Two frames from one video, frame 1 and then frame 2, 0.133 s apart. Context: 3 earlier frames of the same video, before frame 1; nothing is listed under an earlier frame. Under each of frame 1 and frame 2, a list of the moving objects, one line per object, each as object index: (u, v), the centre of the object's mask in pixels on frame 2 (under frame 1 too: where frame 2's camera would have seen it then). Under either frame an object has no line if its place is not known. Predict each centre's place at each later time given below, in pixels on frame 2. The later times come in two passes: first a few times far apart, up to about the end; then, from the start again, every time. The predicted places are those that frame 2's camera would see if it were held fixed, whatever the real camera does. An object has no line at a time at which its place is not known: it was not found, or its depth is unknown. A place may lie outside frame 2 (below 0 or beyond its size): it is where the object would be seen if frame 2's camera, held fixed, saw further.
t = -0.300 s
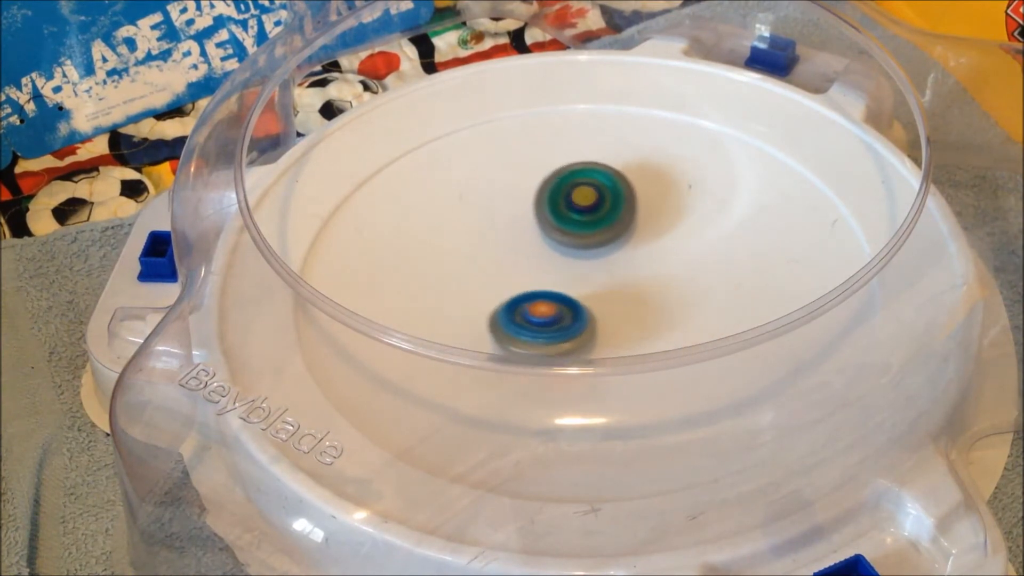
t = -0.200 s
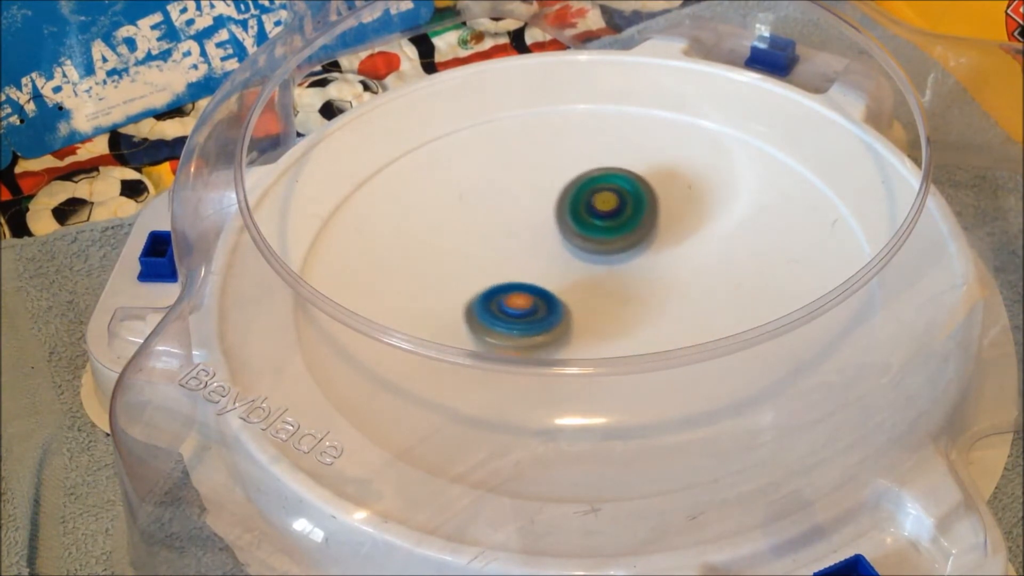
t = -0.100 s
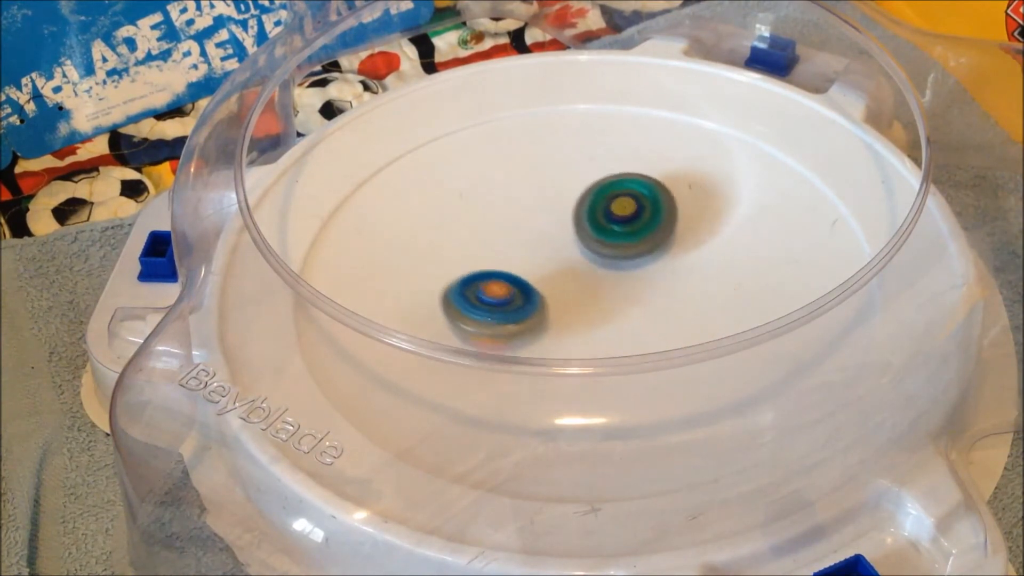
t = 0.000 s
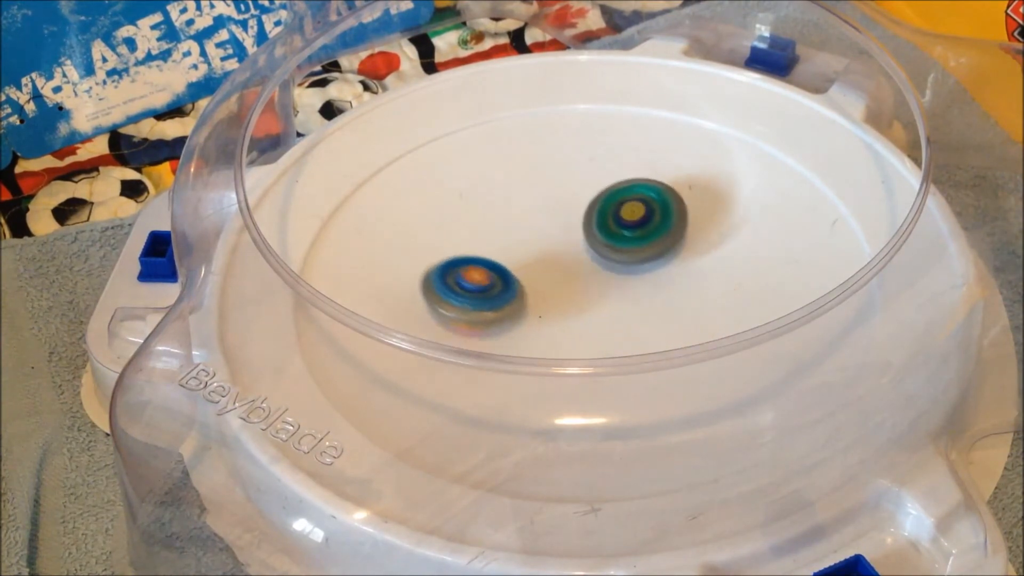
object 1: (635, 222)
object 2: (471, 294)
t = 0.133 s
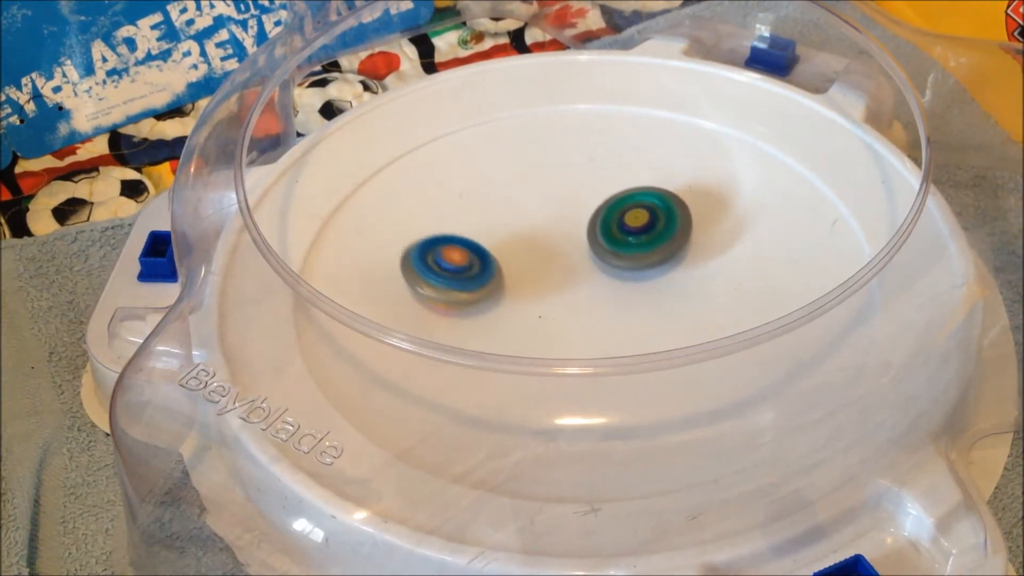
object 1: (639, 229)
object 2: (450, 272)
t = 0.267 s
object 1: (637, 239)
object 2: (440, 250)
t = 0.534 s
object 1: (613, 270)
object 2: (443, 214)
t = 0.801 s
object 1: (565, 302)
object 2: (481, 196)
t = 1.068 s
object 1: (519, 313)
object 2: (551, 197)
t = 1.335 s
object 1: (491, 304)
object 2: (623, 210)
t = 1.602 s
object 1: (478, 277)
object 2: (662, 224)
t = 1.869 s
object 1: (482, 235)
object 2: (649, 252)
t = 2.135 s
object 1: (498, 205)
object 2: (589, 291)
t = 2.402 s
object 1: (525, 196)
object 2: (518, 310)
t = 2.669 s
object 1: (564, 203)
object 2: (466, 310)
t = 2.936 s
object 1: (604, 224)
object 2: (452, 289)
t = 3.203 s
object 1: (624, 249)
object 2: (476, 244)
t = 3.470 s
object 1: (617, 274)
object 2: (511, 201)
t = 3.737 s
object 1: (586, 294)
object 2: (551, 180)
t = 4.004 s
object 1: (540, 299)
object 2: (588, 192)
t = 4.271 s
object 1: (499, 287)
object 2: (623, 231)
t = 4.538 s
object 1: (476, 264)
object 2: (629, 269)
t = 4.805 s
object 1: (478, 234)
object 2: (601, 302)
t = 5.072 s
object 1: (495, 218)
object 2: (549, 315)
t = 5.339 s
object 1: (535, 213)
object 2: (495, 299)
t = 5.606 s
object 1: (585, 221)
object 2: (464, 264)
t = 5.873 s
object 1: (614, 231)
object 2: (463, 224)
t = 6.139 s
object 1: (617, 249)
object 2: (489, 203)
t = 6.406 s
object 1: (595, 274)
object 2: (543, 203)
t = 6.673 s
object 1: (552, 293)
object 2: (606, 219)
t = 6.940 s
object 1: (512, 293)
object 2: (640, 241)
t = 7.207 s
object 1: (489, 278)
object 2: (628, 265)
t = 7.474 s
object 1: (484, 252)
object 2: (576, 294)
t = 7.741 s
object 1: (491, 217)
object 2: (524, 304)
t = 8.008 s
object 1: (515, 206)
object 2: (488, 291)
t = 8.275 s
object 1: (554, 209)
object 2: (477, 260)
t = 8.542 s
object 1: (627, 213)
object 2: (470, 233)
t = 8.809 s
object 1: (653, 225)
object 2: (498, 223)
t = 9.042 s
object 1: (645, 245)
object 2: (547, 222)
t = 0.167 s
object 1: (640, 231)
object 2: (446, 268)
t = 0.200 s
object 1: (639, 233)
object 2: (444, 262)
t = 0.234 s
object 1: (639, 236)
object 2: (442, 255)
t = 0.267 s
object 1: (637, 239)
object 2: (440, 250)
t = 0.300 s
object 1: (636, 242)
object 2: (439, 245)
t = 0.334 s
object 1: (634, 245)
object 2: (438, 239)
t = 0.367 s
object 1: (632, 249)
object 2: (438, 235)
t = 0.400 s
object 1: (629, 253)
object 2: (438, 230)
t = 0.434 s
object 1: (625, 257)
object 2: (438, 226)
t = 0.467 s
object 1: (622, 261)
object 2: (439, 221)
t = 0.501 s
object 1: (617, 265)
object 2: (441, 217)
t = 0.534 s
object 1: (613, 270)
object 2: (443, 214)
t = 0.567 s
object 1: (607, 275)
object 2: (446, 210)
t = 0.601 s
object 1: (602, 279)
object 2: (449, 207)
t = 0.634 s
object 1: (596, 283)
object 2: (452, 205)
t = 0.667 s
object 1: (590, 287)
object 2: (457, 202)
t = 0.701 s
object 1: (584, 291)
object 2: (461, 200)
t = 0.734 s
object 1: (578, 295)
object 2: (467, 199)
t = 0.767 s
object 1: (572, 298)
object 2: (474, 197)
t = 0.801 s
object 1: (565, 302)
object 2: (481, 196)
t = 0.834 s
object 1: (559, 304)
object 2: (488, 195)
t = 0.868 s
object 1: (552, 307)
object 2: (496, 195)
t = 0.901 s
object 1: (546, 309)
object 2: (505, 195)
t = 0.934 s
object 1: (541, 310)
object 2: (513, 195)
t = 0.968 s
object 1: (535, 311)
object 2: (522, 195)
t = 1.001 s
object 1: (529, 312)
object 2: (532, 196)
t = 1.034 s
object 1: (524, 313)
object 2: (541, 196)
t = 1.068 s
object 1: (519, 313)
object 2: (551, 197)
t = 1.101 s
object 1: (514, 313)
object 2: (560, 198)
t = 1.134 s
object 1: (509, 313)
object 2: (570, 199)
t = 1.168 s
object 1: (505, 311)
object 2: (579, 201)
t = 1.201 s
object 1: (502, 311)
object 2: (588, 203)
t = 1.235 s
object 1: (499, 309)
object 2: (597, 204)
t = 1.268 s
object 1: (496, 308)
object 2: (606, 206)
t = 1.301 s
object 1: (493, 306)
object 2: (615, 208)
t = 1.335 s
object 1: (491, 304)
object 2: (623, 210)
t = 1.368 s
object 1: (488, 302)
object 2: (631, 211)
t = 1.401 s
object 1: (486, 299)
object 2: (637, 213)
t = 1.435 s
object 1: (484, 297)
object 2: (644, 214)
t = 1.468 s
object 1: (482, 293)
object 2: (649, 216)
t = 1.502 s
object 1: (481, 290)
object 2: (654, 218)
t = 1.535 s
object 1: (480, 286)
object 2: (658, 220)
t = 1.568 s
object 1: (478, 282)
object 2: (660, 222)
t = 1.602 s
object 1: (478, 277)
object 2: (662, 224)
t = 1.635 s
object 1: (478, 273)
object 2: (663, 226)
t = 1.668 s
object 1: (478, 268)
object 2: (664, 229)
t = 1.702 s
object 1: (477, 263)
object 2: (663, 232)
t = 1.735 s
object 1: (478, 258)
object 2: (662, 235)
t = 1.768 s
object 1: (478, 252)
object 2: (660, 239)
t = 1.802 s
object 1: (479, 247)
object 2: (657, 243)
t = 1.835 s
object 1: (481, 241)
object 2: (654, 247)
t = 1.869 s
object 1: (482, 235)
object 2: (649, 252)
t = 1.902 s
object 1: (483, 230)
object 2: (643, 257)
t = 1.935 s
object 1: (484, 225)
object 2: (637, 262)
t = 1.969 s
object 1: (486, 221)
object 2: (630, 267)
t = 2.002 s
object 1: (488, 217)
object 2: (623, 272)
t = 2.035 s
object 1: (490, 214)
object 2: (615, 276)
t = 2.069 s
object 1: (492, 210)
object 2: (606, 281)
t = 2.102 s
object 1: (495, 207)
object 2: (597, 286)
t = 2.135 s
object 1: (498, 205)
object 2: (589, 291)
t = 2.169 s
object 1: (501, 203)
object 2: (579, 293)
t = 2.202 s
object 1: (504, 201)
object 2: (570, 296)
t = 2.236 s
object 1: (507, 199)
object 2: (562, 300)
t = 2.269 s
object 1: (510, 198)
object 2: (552, 303)
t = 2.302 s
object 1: (513, 197)
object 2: (544, 306)
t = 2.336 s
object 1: (517, 197)
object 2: (535, 308)
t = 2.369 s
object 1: (520, 196)
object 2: (527, 309)
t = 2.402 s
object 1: (525, 196)
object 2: (518, 310)
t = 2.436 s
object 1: (529, 197)
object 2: (510, 311)
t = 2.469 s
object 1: (533, 197)
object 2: (502, 312)
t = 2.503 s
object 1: (538, 197)
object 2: (494, 313)
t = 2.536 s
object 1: (543, 198)
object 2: (488, 314)
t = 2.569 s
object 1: (548, 199)
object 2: (481, 314)
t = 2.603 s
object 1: (553, 200)
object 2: (475, 313)
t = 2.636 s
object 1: (558, 202)
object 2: (470, 312)
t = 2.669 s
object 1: (564, 203)
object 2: (466, 310)
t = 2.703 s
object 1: (569, 205)
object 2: (462, 310)
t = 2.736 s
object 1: (575, 208)
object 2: (459, 308)
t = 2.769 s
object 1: (580, 210)
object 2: (456, 306)
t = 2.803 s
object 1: (585, 212)
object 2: (454, 304)
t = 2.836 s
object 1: (590, 215)
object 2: (453, 302)
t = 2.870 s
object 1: (595, 218)
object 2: (452, 299)
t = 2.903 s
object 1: (600, 221)
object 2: (452, 293)
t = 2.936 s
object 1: (604, 224)
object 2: (452, 289)
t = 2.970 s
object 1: (607, 227)
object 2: (453, 285)
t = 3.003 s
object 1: (611, 230)
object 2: (455, 280)
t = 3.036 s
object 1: (614, 233)
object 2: (457, 275)
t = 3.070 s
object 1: (617, 236)
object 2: (460, 269)
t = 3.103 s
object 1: (619, 239)
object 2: (464, 264)
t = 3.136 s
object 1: (621, 243)
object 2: (467, 257)
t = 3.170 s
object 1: (623, 246)
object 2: (471, 251)
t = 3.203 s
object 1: (624, 249)
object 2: (476, 244)
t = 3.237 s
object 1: (624, 253)
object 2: (480, 238)
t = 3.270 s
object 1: (625, 256)
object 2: (484, 231)
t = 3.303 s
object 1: (624, 259)
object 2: (488, 225)
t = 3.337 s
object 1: (624, 262)
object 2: (492, 220)
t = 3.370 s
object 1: (623, 265)
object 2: (497, 214)
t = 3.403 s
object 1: (622, 268)
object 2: (501, 209)
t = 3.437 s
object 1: (620, 271)
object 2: (506, 205)
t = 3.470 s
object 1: (617, 274)
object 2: (511, 201)
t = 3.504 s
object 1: (615, 277)
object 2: (516, 197)
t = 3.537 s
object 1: (612, 279)
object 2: (522, 193)
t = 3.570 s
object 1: (608, 282)
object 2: (527, 191)
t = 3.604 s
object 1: (604, 285)
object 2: (532, 188)
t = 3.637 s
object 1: (600, 287)
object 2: (537, 185)
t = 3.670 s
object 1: (596, 290)
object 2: (542, 183)
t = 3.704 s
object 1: (591, 292)
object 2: (547, 181)
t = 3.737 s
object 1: (586, 294)
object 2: (551, 180)
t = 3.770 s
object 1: (581, 295)
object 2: (556, 179)
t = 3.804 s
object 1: (575, 297)
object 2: (560, 179)
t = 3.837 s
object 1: (570, 298)
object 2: (565, 180)
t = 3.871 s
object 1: (564, 299)
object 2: (569, 181)
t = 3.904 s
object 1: (558, 299)
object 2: (574, 183)
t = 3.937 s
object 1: (552, 299)
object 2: (578, 185)
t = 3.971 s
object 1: (546, 300)
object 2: (583, 188)
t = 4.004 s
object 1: (540, 299)
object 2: (588, 192)
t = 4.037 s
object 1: (534, 298)
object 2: (592, 196)
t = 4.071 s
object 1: (529, 298)
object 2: (597, 201)
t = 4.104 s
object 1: (523, 297)
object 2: (602, 206)
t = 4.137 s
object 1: (518, 295)
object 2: (607, 209)
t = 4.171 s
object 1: (512, 294)
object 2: (612, 217)
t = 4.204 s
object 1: (508, 291)
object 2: (616, 221)
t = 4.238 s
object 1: (503, 290)
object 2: (620, 226)
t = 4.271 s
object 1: (499, 287)
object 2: (623, 231)
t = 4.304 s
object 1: (494, 285)
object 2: (625, 236)
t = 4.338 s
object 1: (490, 282)
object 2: (627, 240)
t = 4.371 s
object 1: (487, 280)
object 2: (629, 245)
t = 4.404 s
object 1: (484, 276)
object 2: (630, 250)
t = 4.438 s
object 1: (482, 273)
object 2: (630, 254)
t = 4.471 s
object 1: (480, 270)
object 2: (630, 259)
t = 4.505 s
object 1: (478, 267)
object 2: (630, 264)
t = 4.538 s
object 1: (476, 264)
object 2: (629, 269)
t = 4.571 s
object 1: (475, 261)
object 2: (627, 274)
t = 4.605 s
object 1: (475, 257)
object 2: (625, 278)
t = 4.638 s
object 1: (474, 254)
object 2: (622, 283)
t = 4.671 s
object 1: (474, 249)
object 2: (619, 287)
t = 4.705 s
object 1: (475, 245)
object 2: (615, 291)
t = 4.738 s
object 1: (475, 241)
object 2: (610, 295)
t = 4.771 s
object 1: (476, 238)
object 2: (606, 299)
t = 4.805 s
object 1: (478, 234)
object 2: (601, 302)
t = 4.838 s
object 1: (479, 231)
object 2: (595, 305)
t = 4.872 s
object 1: (481, 228)
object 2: (589, 308)
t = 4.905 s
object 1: (483, 226)
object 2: (583, 310)
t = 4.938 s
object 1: (485, 224)
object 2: (576, 311)
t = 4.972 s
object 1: (487, 222)
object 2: (570, 314)
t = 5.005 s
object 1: (489, 221)
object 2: (563, 314)
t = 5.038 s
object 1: (492, 220)
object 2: (556, 314)
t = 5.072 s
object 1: (495, 218)
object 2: (549, 315)
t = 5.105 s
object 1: (499, 217)
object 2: (542, 314)
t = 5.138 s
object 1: (502, 216)
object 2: (535, 313)
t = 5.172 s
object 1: (506, 215)
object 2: (528, 313)
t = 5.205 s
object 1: (511, 215)
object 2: (522, 310)
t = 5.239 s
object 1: (516, 214)
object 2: (515, 307)
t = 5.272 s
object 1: (522, 214)
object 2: (508, 304)
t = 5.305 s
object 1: (528, 213)
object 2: (501, 301)
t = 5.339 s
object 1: (535, 213)
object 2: (495, 299)
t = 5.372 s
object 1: (541, 213)
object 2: (490, 295)
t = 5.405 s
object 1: (548, 214)
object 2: (485, 292)
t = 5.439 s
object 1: (555, 215)
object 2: (480, 288)
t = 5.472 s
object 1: (561, 217)
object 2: (475, 283)
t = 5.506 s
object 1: (567, 217)
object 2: (472, 280)
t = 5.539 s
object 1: (574, 218)
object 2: (468, 276)
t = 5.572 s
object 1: (580, 220)
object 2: (466, 270)
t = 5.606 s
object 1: (585, 221)
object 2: (464, 264)
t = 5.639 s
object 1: (590, 222)
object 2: (462, 259)
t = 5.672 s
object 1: (595, 222)
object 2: (461, 254)
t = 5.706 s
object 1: (599, 223)
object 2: (461, 249)
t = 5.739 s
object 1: (603, 224)
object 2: (460, 244)
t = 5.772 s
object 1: (607, 226)
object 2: (460, 239)
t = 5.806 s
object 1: (610, 228)
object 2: (461, 234)
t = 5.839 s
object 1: (612, 229)
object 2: (461, 228)
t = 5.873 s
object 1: (614, 231)
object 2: (463, 224)
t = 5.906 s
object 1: (616, 233)
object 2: (465, 220)
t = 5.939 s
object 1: (617, 235)
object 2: (467, 217)
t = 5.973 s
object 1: (618, 237)
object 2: (470, 213)
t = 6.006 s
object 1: (618, 239)
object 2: (473, 211)
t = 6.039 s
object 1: (619, 241)
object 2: (477, 209)
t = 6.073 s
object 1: (619, 244)
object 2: (481, 206)
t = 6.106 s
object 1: (618, 246)
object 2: (485, 205)
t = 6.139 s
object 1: (617, 249)
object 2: (489, 203)
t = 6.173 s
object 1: (616, 252)
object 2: (494, 202)
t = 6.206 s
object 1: (615, 255)
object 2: (500, 201)
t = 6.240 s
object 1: (613, 258)
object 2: (506, 201)
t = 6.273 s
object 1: (610, 261)
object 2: (513, 201)
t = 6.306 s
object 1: (607, 264)
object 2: (520, 201)
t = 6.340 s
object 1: (603, 267)
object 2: (527, 201)
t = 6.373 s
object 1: (600, 271)
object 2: (535, 202)
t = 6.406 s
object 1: (595, 274)
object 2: (543, 203)
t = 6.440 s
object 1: (590, 277)
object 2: (551, 205)
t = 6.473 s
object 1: (585, 280)
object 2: (559, 206)
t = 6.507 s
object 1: (580, 283)
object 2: (567, 208)
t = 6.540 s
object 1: (574, 286)
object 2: (575, 210)
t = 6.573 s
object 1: (569, 288)
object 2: (585, 213)
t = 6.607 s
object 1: (563, 290)
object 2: (593, 216)
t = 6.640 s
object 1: (557, 292)
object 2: (599, 217)
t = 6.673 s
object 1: (552, 293)
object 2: (606, 219)
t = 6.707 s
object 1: (546, 294)
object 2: (612, 221)
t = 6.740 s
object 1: (541, 295)
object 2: (618, 224)
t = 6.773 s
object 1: (536, 295)
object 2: (624, 230)
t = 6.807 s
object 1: (531, 295)
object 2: (629, 232)
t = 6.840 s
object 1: (526, 295)
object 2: (632, 235)
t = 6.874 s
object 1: (521, 295)
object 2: (635, 238)
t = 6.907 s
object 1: (517, 294)
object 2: (637, 238)
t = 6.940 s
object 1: (512, 293)
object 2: (640, 241)
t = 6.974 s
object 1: (509, 292)
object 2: (640, 247)
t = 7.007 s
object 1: (505, 291)
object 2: (641, 247)
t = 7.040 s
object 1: (502, 289)
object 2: (640, 250)
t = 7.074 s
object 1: (499, 287)
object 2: (640, 253)
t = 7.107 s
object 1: (496, 285)
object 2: (638, 255)
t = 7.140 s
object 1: (493, 283)
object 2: (635, 258)
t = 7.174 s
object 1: (491, 281)
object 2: (632, 263)
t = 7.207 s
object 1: (489, 278)
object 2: (628, 265)
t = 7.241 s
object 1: (488, 276)
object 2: (624, 269)
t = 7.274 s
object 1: (486, 273)
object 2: (619, 272)
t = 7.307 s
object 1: (486, 270)
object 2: (612, 277)
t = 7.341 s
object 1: (485, 267)
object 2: (606, 280)
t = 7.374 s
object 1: (485, 264)
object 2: (598, 284)
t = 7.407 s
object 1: (484, 260)
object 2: (590, 287)
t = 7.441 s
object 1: (485, 257)
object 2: (583, 290)
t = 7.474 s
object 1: (484, 252)
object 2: (576, 294)
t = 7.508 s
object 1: (483, 247)
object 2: (570, 296)
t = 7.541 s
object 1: (483, 241)
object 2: (564, 299)
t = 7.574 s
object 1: (484, 236)
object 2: (556, 301)
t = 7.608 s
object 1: (485, 231)
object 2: (549, 302)
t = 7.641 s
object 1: (486, 227)
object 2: (543, 304)
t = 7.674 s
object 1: (487, 223)
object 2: (536, 304)
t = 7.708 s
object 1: (489, 220)
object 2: (530, 304)
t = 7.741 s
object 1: (491, 217)
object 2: (524, 304)
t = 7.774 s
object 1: (493, 215)
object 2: (518, 304)
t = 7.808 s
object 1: (495, 212)
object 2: (513, 303)
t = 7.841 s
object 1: (498, 211)
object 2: (508, 302)
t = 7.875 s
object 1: (501, 209)
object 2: (503, 300)
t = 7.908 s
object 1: (504, 208)
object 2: (499, 298)
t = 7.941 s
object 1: (507, 207)
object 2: (494, 296)
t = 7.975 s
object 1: (511, 206)
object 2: (491, 293)
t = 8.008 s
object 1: (515, 206)
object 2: (488, 291)
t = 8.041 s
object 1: (519, 205)
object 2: (486, 288)
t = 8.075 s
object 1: (523, 204)
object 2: (483, 285)
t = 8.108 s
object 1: (527, 205)
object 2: (481, 282)
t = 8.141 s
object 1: (532, 205)
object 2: (479, 278)
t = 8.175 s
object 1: (537, 205)
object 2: (478, 275)
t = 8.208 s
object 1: (543, 206)
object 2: (477, 268)
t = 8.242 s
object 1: (548, 207)
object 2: (477, 264)
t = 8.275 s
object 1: (554, 209)
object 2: (477, 260)
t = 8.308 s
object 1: (560, 211)
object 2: (477, 254)
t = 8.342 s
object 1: (574, 209)
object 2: (471, 252)
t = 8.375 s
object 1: (585, 209)
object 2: (468, 248)
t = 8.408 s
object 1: (594, 210)
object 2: (467, 245)
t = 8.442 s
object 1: (603, 210)
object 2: (467, 241)
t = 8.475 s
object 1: (612, 211)
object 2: (468, 239)
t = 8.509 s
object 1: (619, 212)
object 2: (469, 236)
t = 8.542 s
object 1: (627, 213)
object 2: (470, 233)
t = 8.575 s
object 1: (634, 214)
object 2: (472, 231)
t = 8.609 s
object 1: (639, 216)
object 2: (474, 229)
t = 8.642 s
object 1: (644, 218)
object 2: (477, 228)
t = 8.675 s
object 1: (647, 219)
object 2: (479, 226)
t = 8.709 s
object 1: (649, 220)
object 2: (483, 225)
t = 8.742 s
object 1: (651, 222)
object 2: (488, 225)
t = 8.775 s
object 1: (652, 224)
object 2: (492, 223)
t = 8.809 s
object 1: (653, 225)
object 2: (498, 223)
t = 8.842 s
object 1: (653, 227)
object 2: (504, 222)
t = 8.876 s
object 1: (653, 229)
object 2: (511, 223)
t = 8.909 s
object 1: (652, 231)
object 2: (518, 222)
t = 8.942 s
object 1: (651, 234)
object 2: (525, 222)
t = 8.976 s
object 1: (649, 237)
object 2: (533, 222)
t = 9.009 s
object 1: (647, 240)
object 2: (541, 223)
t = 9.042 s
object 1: (645, 245)
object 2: (547, 222)
